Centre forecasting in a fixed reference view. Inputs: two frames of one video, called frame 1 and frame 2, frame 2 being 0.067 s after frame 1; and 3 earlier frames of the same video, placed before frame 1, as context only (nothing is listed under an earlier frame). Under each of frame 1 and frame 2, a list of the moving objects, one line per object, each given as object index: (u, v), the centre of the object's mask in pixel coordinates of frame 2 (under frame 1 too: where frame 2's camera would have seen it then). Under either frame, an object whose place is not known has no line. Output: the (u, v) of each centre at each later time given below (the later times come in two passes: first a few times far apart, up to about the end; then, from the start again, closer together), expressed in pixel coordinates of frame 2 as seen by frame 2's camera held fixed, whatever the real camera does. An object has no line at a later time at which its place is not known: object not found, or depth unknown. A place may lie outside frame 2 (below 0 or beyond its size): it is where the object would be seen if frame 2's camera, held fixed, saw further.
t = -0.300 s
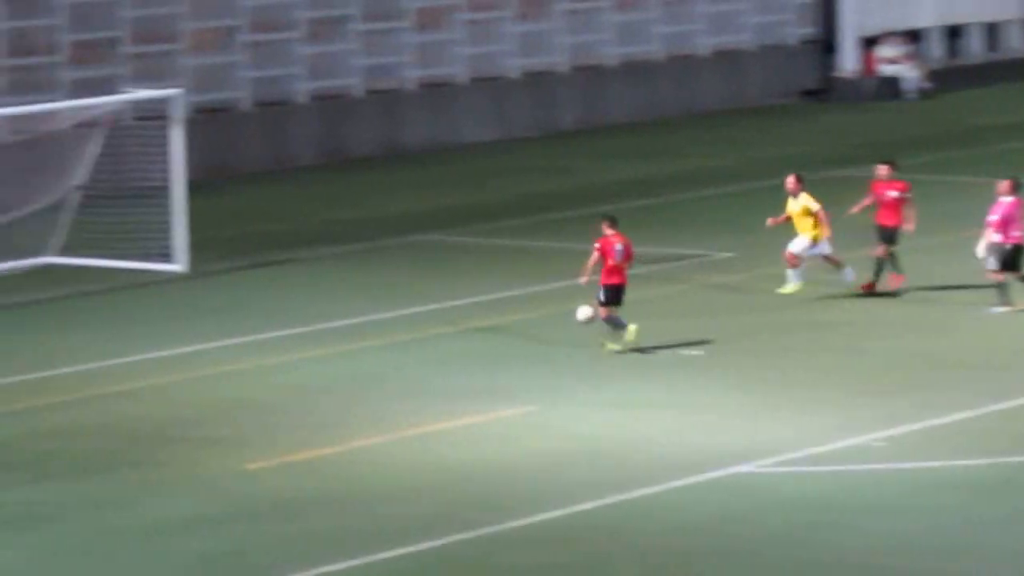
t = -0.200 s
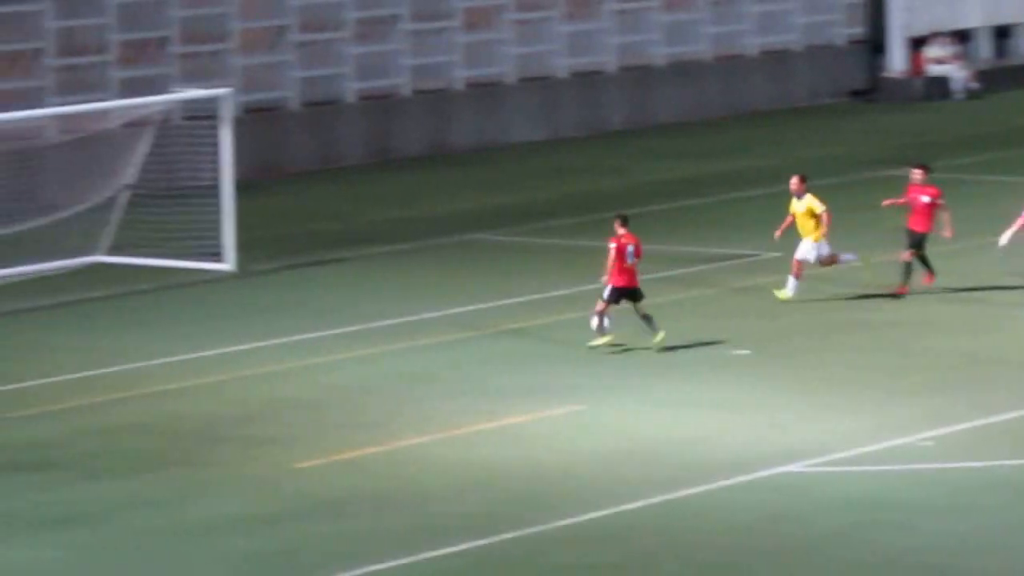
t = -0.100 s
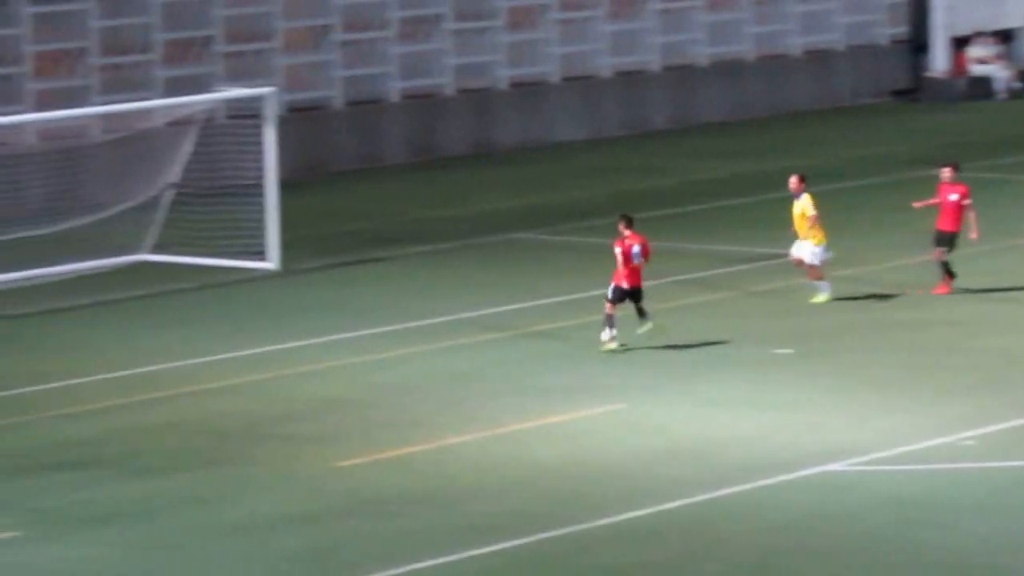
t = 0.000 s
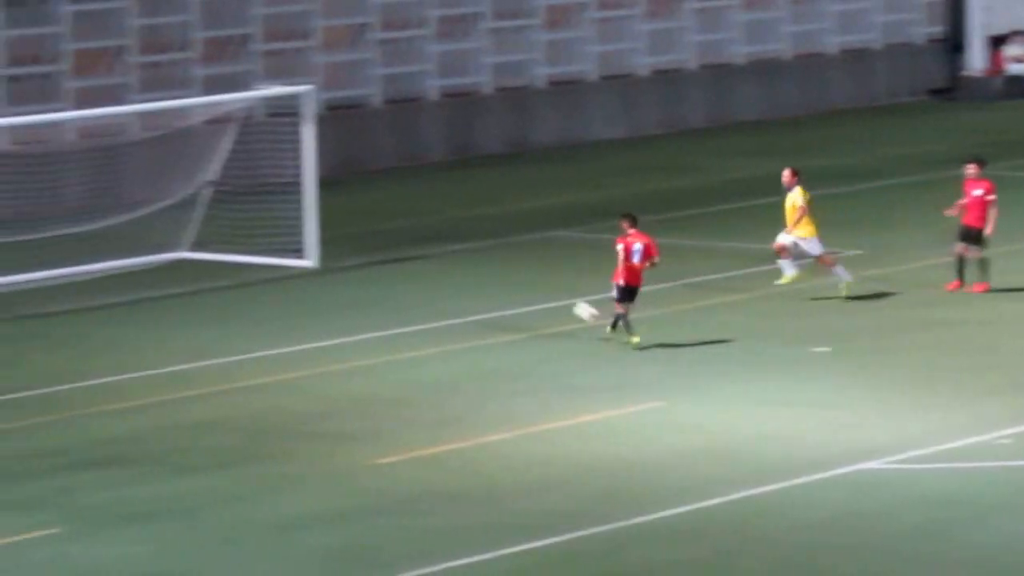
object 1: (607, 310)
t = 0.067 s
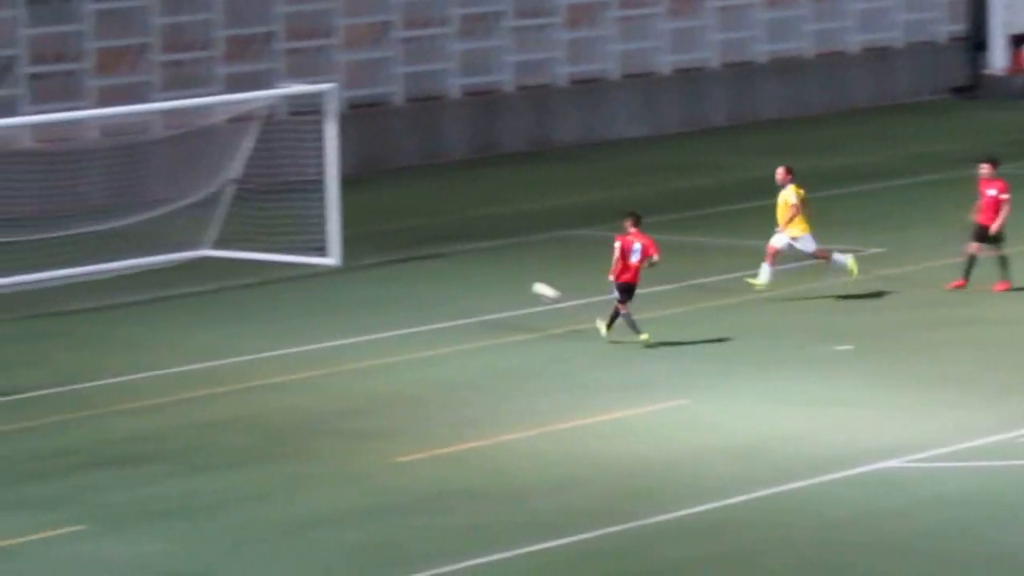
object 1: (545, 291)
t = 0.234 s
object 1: (399, 262)
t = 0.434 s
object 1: (223, 254)
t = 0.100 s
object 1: (514, 283)
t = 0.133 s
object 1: (486, 277)
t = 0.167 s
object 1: (456, 271)
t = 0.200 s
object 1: (427, 265)
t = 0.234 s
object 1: (399, 262)
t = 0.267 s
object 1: (369, 258)
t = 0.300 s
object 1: (342, 256)
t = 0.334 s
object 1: (310, 254)
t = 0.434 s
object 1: (223, 254)
